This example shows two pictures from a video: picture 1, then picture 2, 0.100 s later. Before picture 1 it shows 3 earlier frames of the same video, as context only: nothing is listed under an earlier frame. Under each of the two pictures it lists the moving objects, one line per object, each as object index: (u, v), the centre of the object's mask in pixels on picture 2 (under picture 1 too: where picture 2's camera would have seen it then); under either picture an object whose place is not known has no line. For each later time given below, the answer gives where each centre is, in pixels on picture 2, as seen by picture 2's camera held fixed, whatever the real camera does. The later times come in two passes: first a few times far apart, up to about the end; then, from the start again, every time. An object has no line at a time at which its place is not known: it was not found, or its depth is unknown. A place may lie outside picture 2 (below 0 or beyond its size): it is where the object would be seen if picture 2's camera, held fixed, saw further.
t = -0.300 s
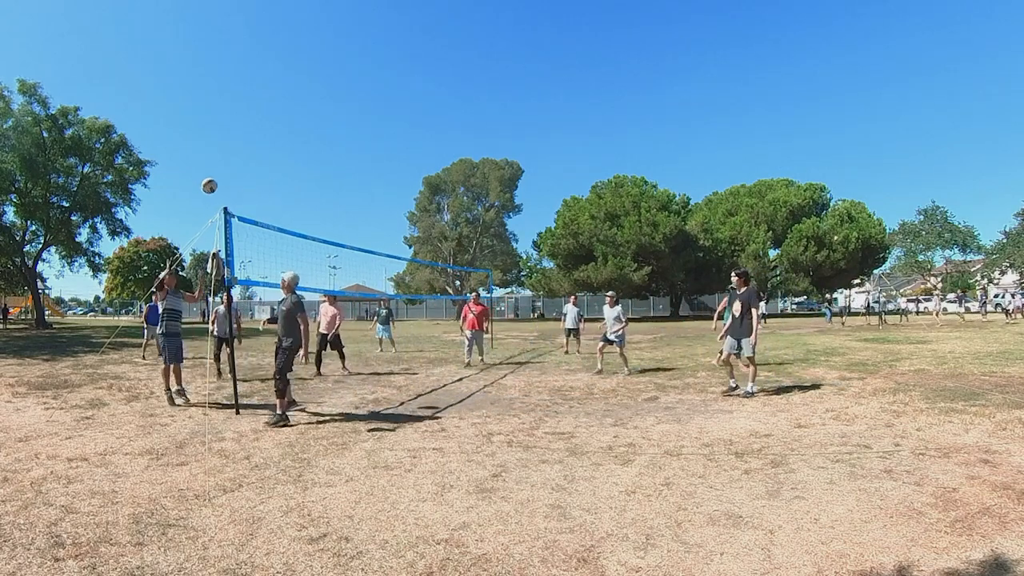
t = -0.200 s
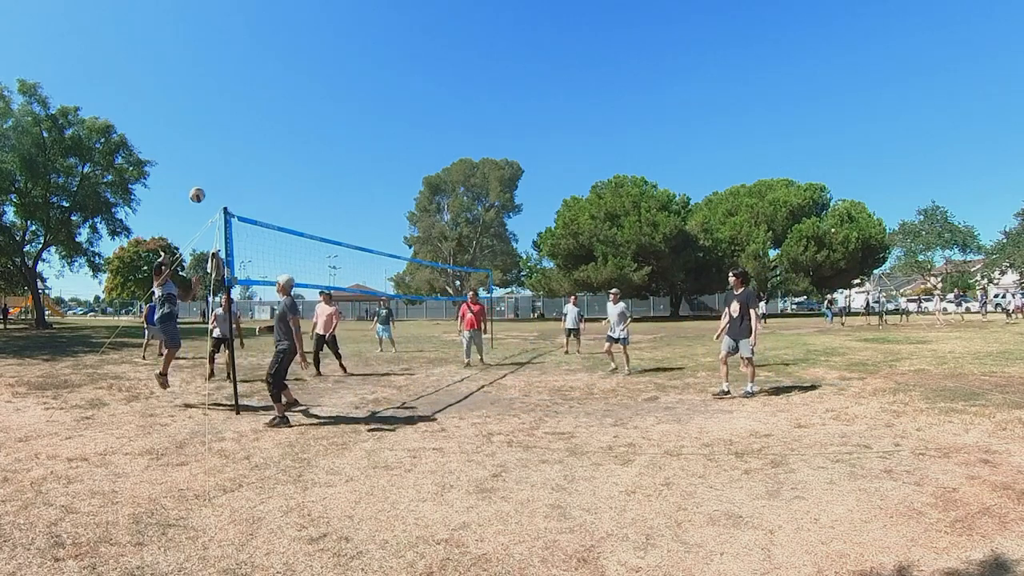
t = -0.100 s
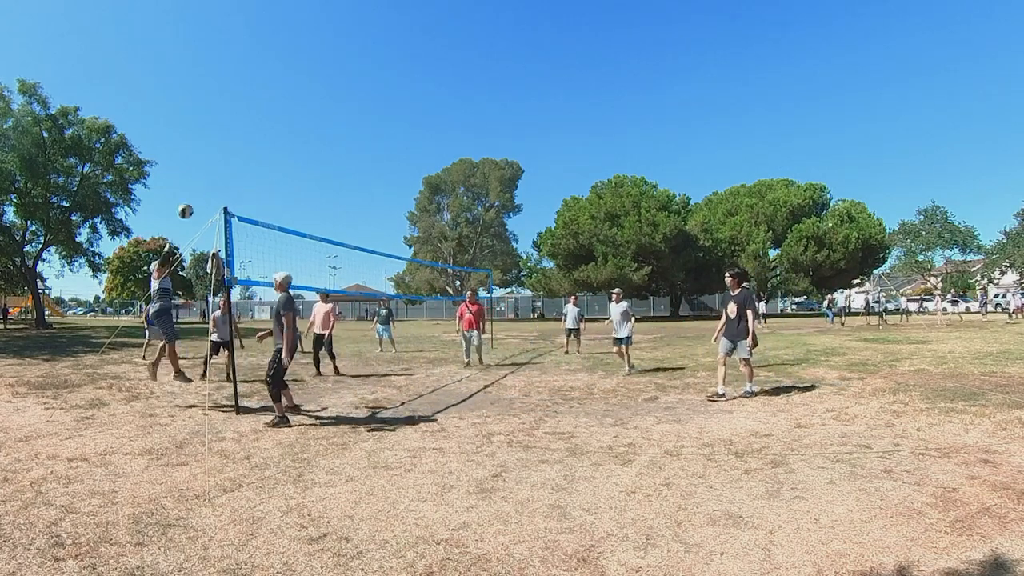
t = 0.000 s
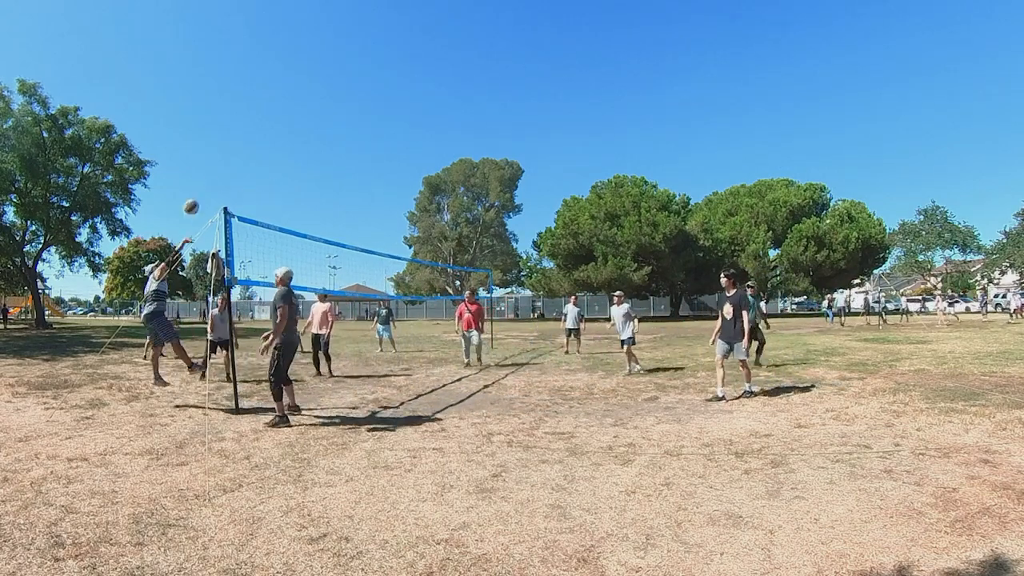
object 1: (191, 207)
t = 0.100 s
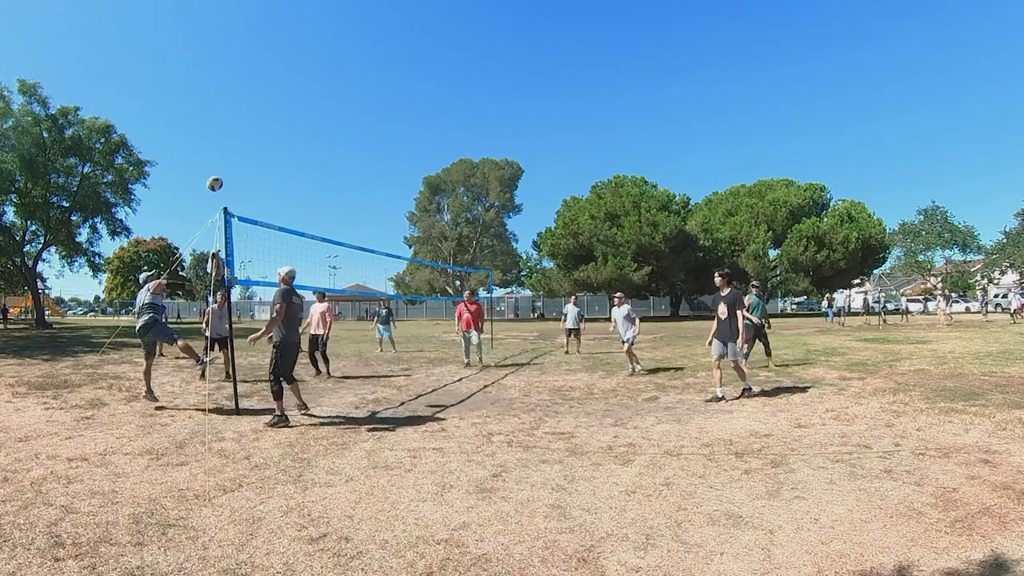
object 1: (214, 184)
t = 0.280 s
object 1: (255, 160)
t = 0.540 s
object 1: (311, 165)
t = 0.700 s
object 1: (345, 190)
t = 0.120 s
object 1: (219, 180)
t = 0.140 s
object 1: (223, 176)
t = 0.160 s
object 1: (228, 173)
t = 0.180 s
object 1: (233, 170)
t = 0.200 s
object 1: (237, 167)
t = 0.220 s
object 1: (241, 165)
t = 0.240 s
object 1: (246, 163)
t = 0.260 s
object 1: (251, 161)
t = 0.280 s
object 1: (255, 160)
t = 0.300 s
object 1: (260, 159)
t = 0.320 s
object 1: (264, 157)
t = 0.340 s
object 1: (269, 157)
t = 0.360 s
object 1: (273, 156)
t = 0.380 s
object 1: (277, 156)
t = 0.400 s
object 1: (281, 156)
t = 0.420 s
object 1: (286, 157)
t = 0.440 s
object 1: (289, 157)
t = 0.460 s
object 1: (294, 158)
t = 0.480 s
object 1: (298, 159)
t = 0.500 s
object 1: (303, 161)
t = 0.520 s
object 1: (307, 163)
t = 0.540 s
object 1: (311, 165)
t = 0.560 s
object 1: (315, 167)
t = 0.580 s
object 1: (320, 169)
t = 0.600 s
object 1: (324, 172)
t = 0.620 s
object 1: (328, 175)
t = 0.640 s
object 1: (332, 179)
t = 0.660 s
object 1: (336, 182)
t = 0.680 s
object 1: (340, 186)
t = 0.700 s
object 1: (345, 190)
